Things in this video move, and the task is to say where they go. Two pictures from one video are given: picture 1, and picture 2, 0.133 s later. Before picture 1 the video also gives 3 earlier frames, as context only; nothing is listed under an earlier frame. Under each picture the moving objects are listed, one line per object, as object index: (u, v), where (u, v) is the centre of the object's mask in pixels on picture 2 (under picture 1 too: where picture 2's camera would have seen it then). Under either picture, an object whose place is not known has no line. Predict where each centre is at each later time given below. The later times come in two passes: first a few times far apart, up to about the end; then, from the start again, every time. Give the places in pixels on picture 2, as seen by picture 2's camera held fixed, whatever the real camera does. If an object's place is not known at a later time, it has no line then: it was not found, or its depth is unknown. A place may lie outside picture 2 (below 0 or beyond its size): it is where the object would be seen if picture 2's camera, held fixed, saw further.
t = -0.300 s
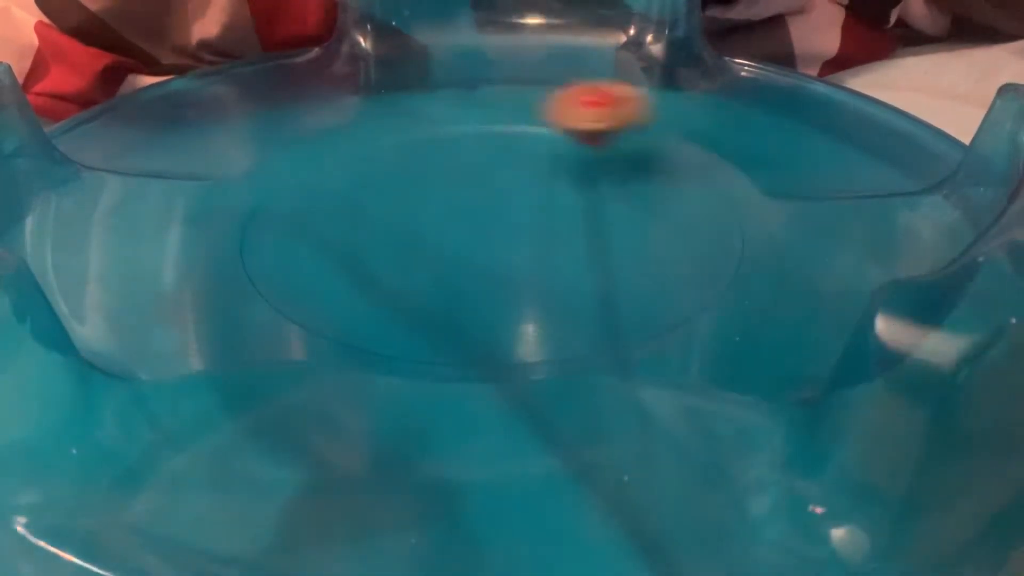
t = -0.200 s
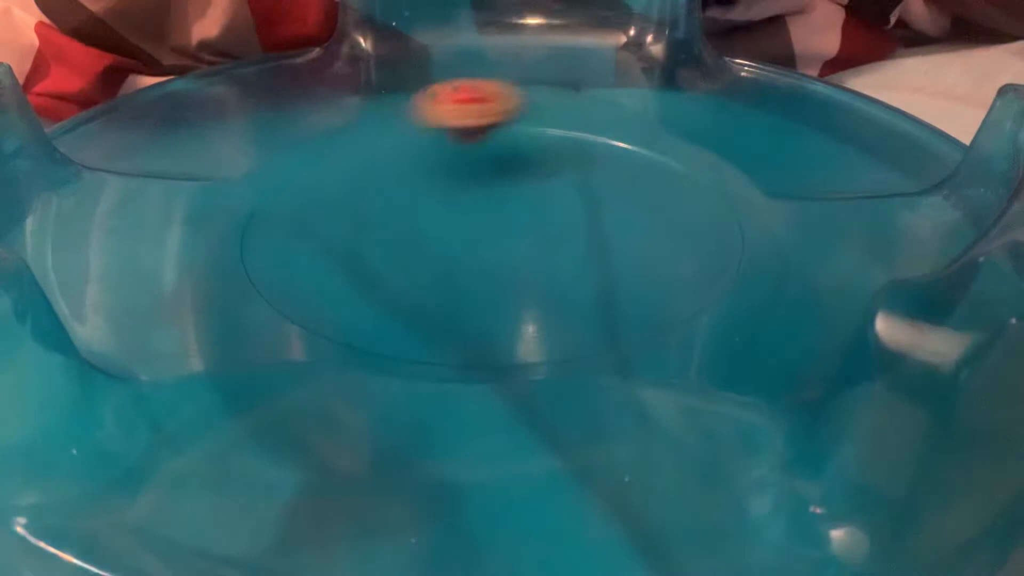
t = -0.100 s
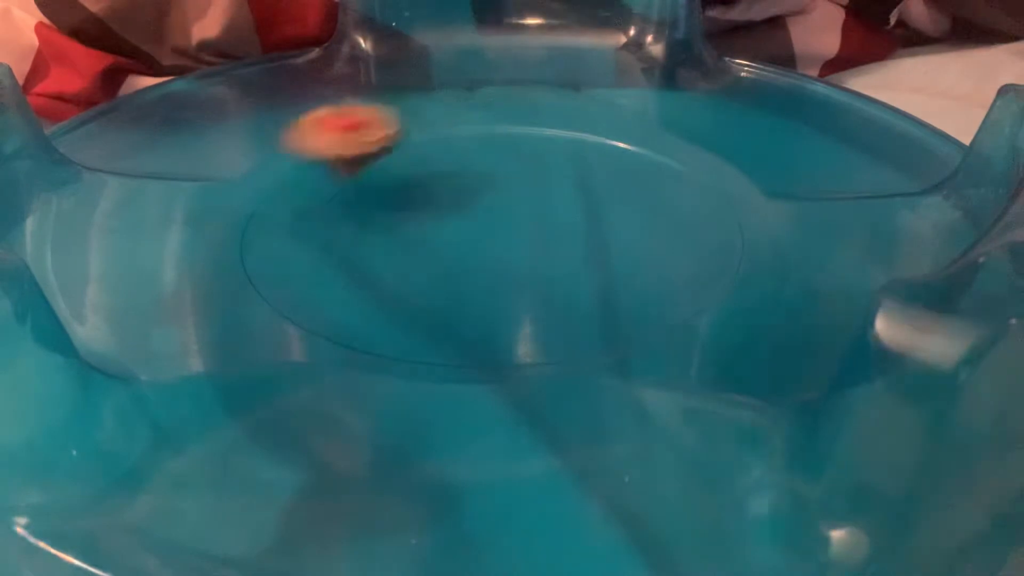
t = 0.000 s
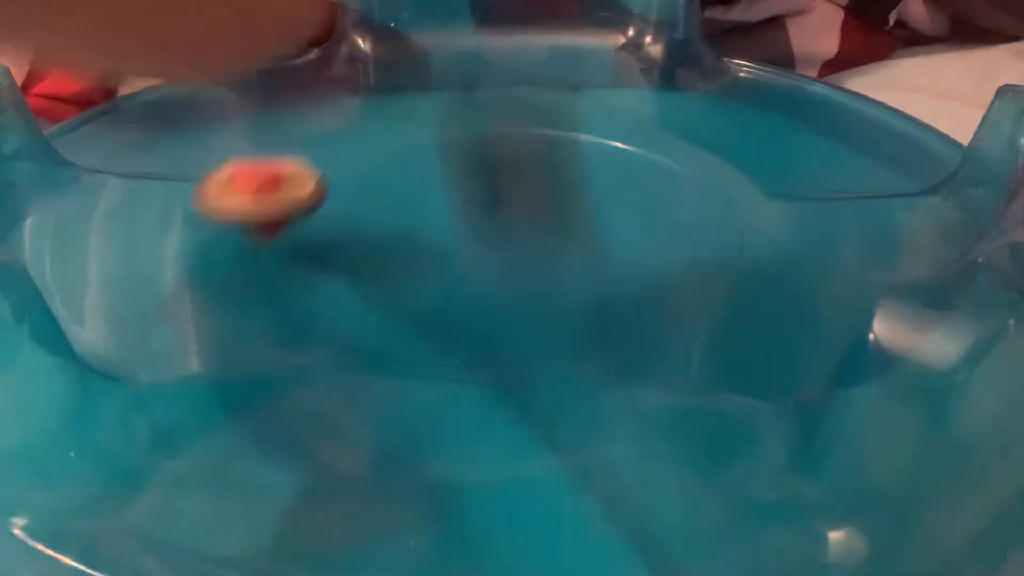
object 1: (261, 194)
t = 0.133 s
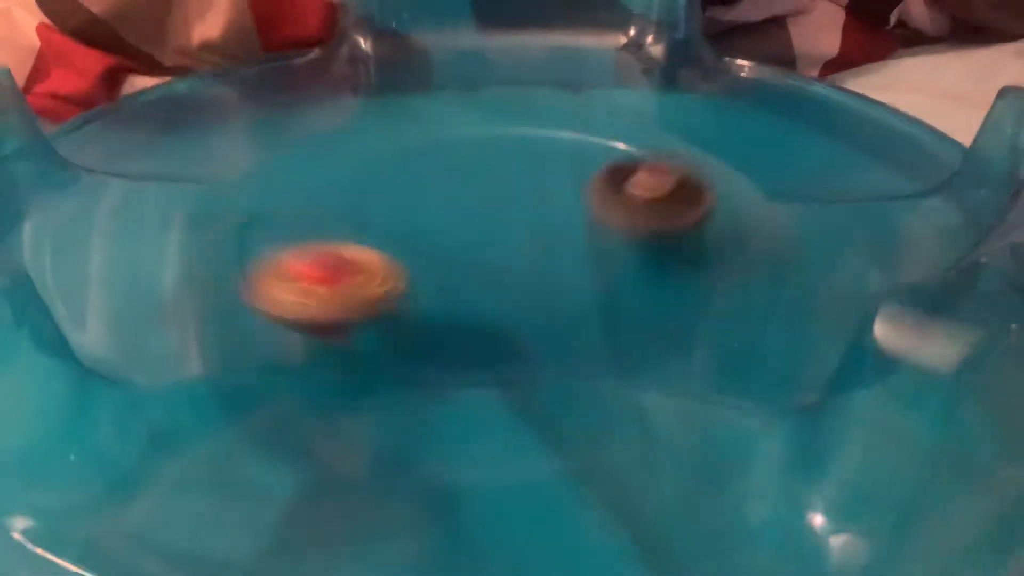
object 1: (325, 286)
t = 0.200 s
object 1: (456, 313)
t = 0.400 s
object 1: (716, 225)
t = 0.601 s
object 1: (593, 147)
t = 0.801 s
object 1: (347, 150)
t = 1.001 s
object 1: (282, 263)
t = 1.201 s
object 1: (585, 296)
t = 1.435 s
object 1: (625, 192)
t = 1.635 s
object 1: (420, 179)
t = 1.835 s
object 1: (375, 219)
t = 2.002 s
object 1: (388, 237)
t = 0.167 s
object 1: (383, 302)
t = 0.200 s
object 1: (456, 313)
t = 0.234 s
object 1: (528, 308)
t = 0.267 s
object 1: (599, 297)
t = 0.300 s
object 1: (652, 283)
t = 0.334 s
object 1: (689, 262)
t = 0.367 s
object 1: (710, 243)
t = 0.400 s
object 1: (716, 225)
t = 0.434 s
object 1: (713, 208)
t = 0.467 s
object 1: (701, 193)
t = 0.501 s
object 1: (683, 179)
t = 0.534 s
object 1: (660, 168)
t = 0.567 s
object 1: (628, 156)
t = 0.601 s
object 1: (593, 147)
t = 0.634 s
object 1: (556, 140)
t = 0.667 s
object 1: (512, 134)
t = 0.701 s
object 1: (470, 134)
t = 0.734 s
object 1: (429, 136)
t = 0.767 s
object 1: (388, 141)
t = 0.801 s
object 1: (347, 150)
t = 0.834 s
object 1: (310, 160)
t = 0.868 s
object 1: (278, 174)
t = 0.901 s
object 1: (251, 191)
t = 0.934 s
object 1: (241, 210)
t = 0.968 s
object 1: (256, 238)
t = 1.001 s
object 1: (282, 263)
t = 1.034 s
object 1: (323, 284)
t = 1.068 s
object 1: (381, 304)
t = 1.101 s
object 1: (448, 310)
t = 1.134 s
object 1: (506, 314)
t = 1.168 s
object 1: (551, 308)
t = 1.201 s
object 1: (585, 296)
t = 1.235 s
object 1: (611, 285)
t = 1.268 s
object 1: (629, 272)
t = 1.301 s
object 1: (642, 257)
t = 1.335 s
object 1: (647, 241)
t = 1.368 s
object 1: (646, 225)
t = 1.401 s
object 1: (639, 209)
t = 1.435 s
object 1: (625, 192)
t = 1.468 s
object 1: (603, 178)
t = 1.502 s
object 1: (560, 178)
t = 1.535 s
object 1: (514, 181)
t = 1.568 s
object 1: (475, 180)
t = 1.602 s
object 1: (443, 179)
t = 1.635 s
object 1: (420, 179)
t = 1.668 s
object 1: (404, 183)
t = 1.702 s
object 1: (388, 194)
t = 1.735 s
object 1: (378, 203)
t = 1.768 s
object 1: (372, 208)
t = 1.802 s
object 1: (369, 214)
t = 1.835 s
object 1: (375, 219)
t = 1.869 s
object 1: (380, 223)
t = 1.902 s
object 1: (380, 222)
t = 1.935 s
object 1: (381, 228)
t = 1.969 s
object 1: (385, 235)
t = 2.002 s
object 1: (388, 237)
